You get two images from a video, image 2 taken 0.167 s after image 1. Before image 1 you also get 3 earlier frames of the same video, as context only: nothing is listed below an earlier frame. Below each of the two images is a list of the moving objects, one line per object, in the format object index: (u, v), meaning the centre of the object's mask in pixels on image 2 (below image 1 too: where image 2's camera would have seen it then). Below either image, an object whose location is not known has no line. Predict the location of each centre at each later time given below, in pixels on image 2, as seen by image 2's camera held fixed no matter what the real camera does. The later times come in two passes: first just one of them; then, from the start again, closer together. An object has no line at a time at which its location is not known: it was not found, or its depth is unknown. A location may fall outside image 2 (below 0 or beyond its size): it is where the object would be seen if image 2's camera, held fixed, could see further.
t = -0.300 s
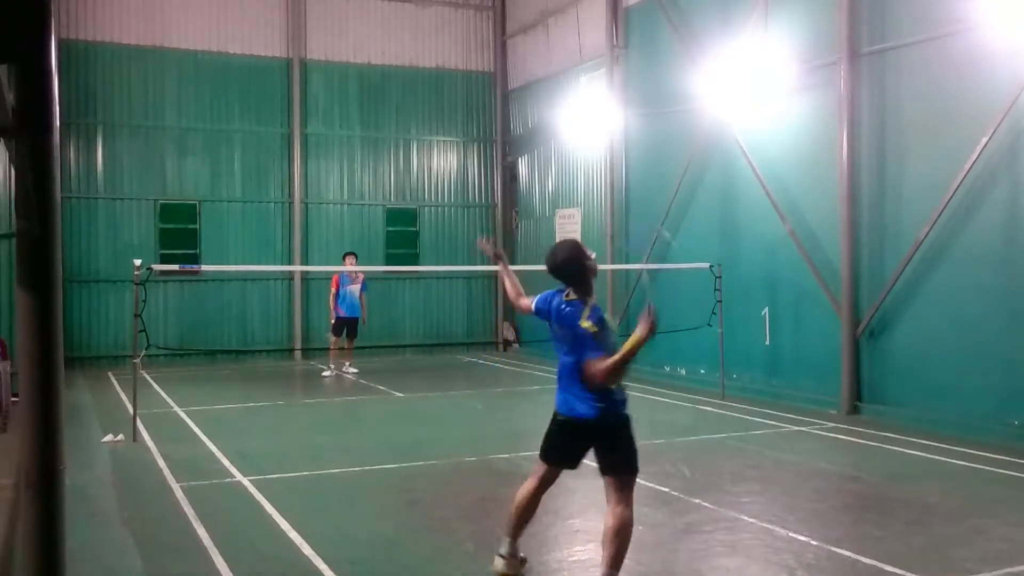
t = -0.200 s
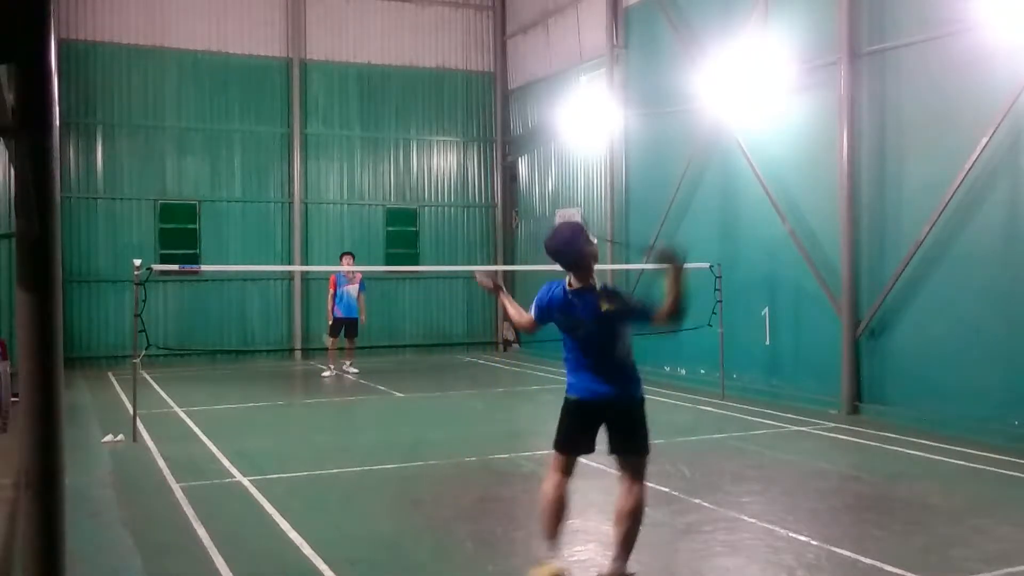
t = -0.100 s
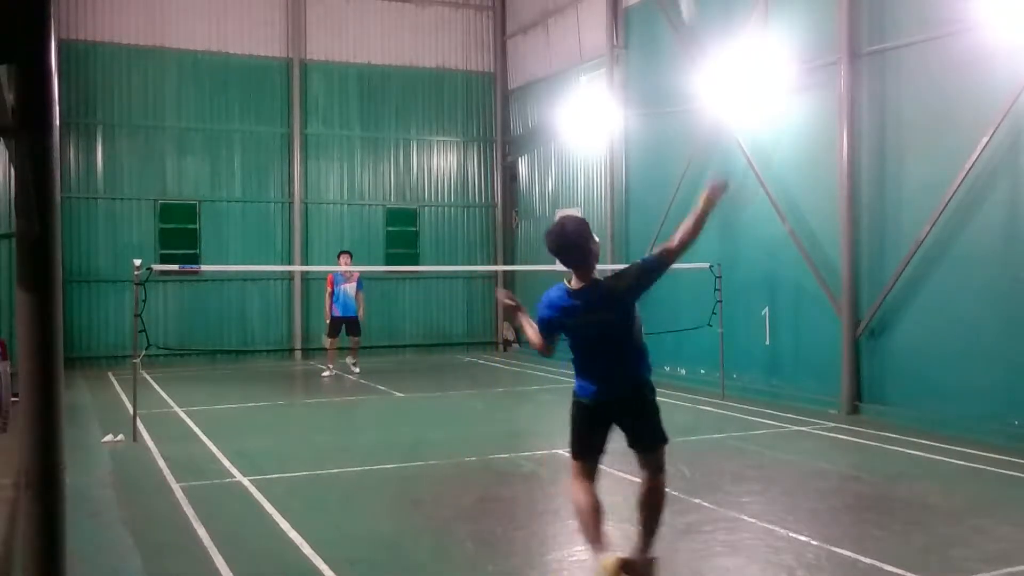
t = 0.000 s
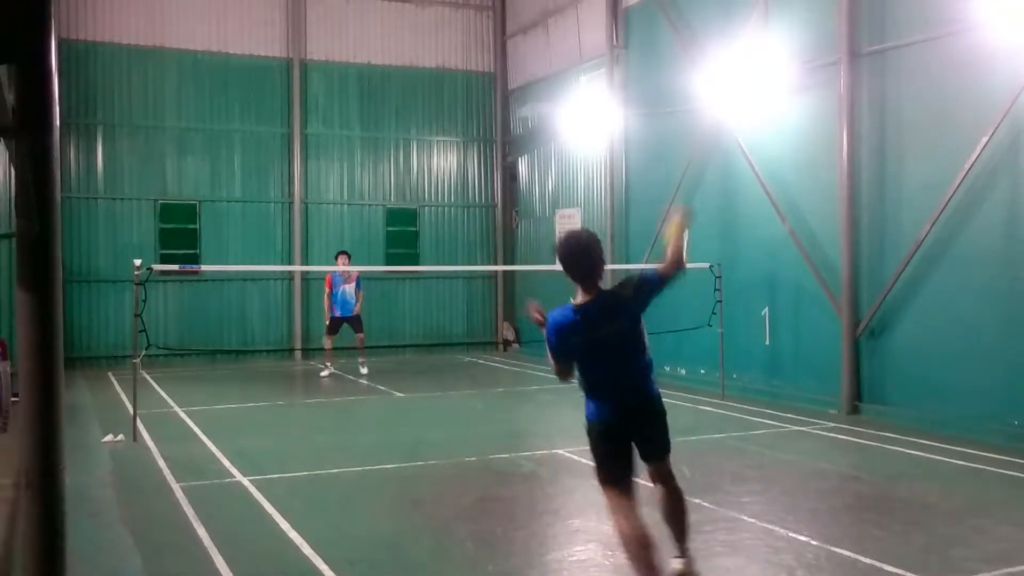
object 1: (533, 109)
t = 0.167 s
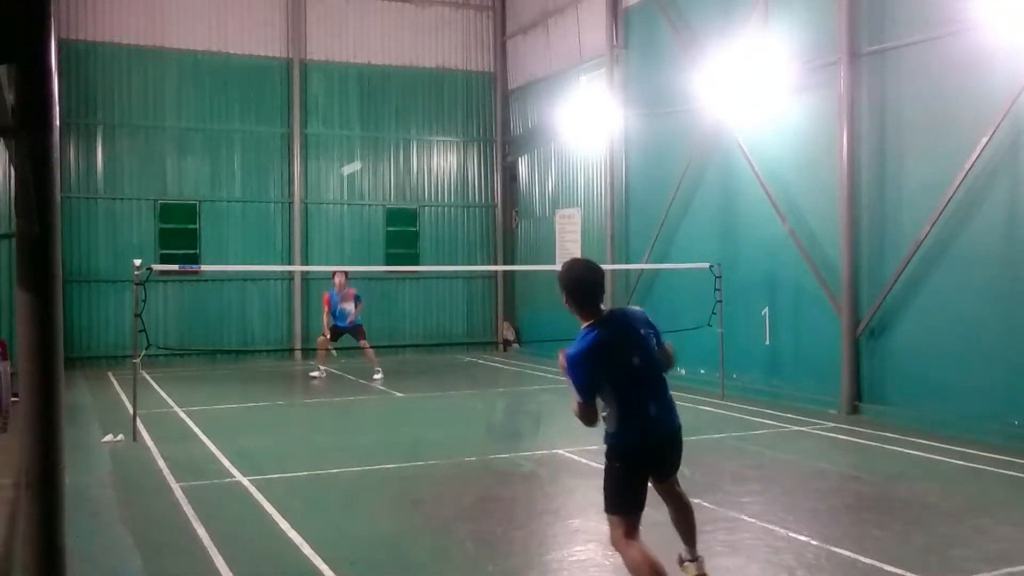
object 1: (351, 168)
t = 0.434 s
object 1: (258, 240)
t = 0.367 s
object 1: (274, 221)
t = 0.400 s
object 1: (266, 231)
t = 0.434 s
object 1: (258, 240)
